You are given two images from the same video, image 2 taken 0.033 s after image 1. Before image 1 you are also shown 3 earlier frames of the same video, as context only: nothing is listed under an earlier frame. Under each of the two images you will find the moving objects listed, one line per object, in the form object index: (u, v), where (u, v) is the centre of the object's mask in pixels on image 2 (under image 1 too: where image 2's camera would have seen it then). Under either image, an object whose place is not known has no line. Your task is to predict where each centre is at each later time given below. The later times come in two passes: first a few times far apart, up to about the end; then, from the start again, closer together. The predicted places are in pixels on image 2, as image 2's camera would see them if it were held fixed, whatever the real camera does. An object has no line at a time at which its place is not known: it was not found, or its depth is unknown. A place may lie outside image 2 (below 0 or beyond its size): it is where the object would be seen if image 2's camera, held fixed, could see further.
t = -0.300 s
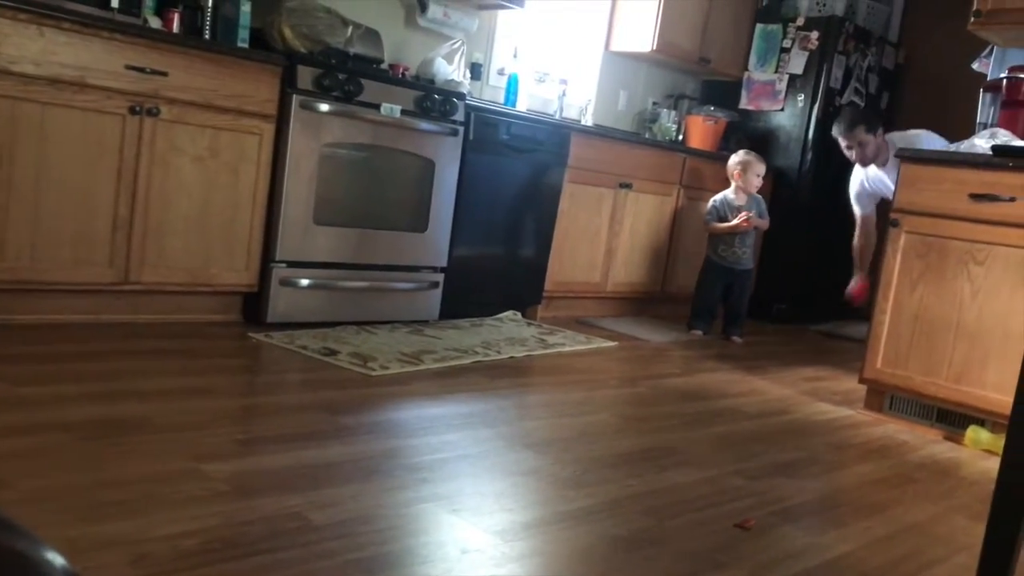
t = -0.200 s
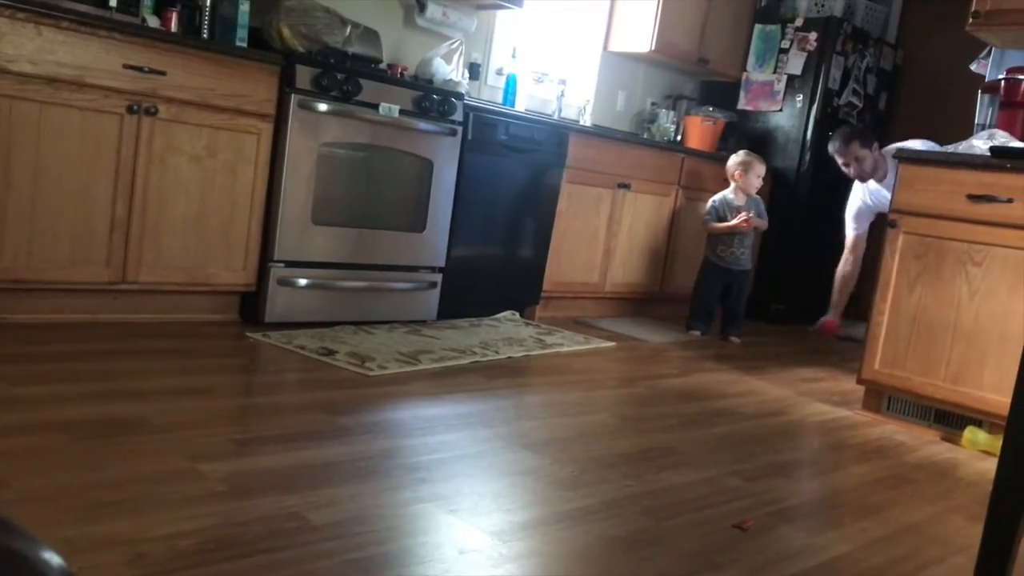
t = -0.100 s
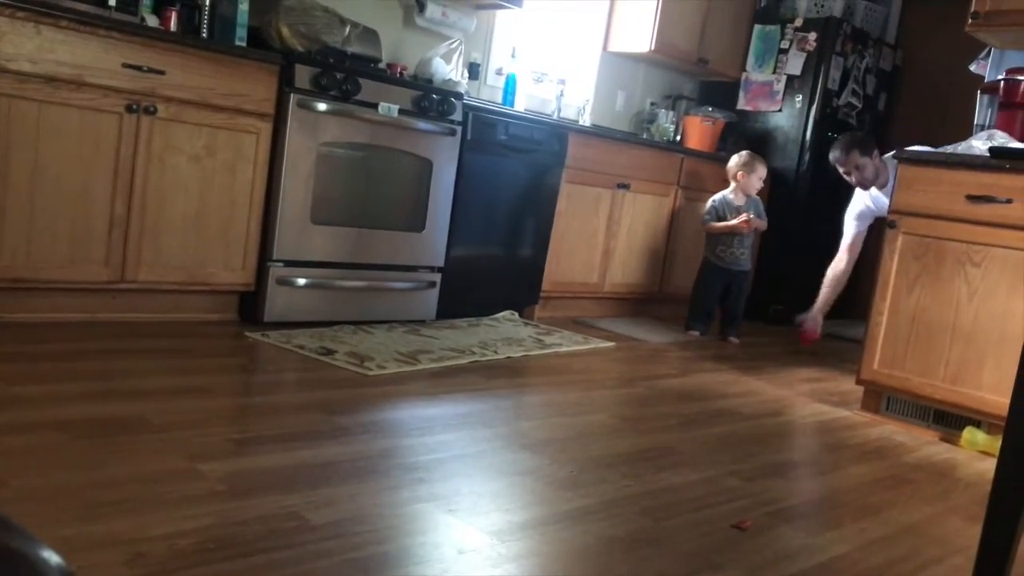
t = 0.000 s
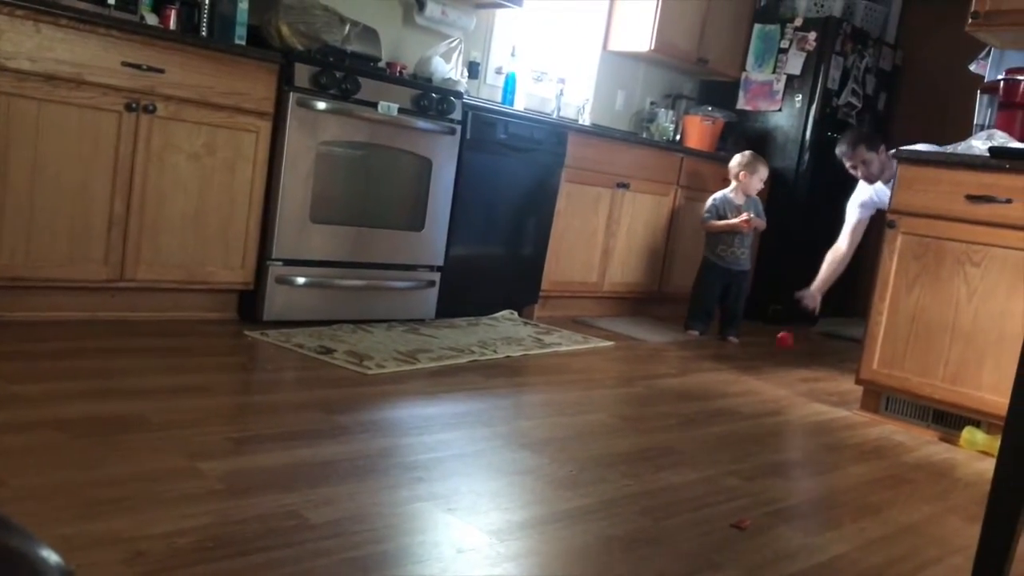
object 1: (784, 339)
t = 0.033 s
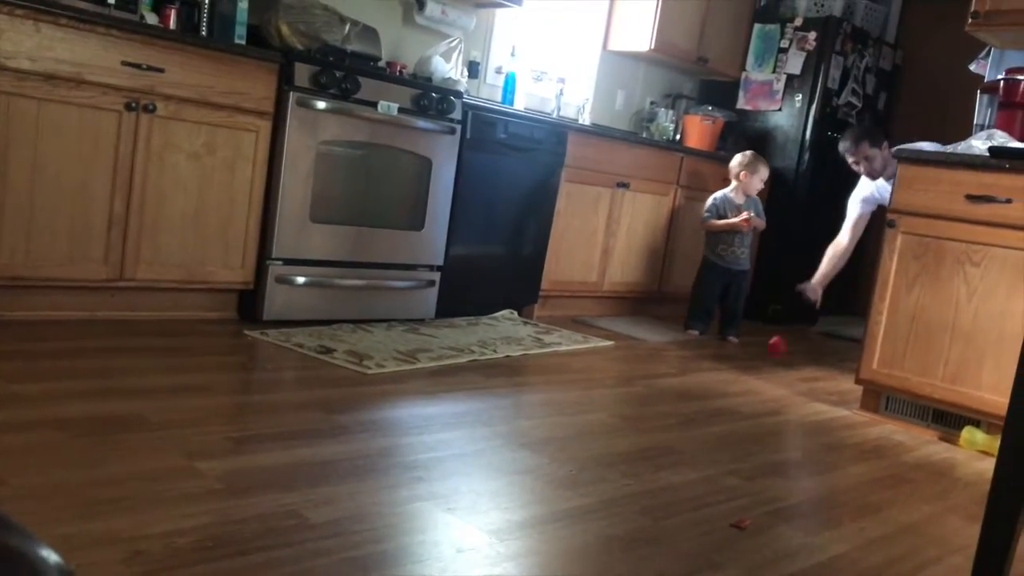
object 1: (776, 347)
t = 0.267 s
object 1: (722, 361)
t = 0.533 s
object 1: (653, 384)
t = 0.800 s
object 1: (586, 411)
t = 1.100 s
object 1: (513, 455)
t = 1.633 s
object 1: (327, 657)
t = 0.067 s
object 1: (767, 356)
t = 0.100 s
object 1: (760, 356)
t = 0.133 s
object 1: (752, 357)
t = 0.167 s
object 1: (745, 361)
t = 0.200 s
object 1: (737, 364)
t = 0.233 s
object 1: (730, 361)
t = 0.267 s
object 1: (722, 361)
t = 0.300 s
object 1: (714, 366)
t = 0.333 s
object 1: (705, 371)
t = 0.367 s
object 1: (697, 371)
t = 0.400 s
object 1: (688, 370)
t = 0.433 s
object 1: (680, 372)
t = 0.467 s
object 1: (671, 380)
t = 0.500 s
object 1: (661, 383)
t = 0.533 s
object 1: (653, 384)
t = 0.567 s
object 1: (644, 388)
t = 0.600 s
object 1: (636, 391)
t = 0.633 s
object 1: (629, 390)
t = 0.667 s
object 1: (620, 391)
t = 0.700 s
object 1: (612, 396)
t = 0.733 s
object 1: (602, 402)
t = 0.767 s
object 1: (594, 404)
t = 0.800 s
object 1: (586, 411)
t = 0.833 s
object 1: (578, 414)
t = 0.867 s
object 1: (570, 419)
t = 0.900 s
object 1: (563, 423)
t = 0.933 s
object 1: (554, 430)
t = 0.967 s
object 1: (546, 432)
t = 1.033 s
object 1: (534, 439)
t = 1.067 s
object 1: (522, 448)
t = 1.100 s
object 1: (513, 455)
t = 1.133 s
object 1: (505, 462)
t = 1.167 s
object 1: (496, 471)
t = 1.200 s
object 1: (486, 480)
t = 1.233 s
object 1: (476, 489)
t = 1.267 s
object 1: (466, 499)
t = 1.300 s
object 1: (458, 504)
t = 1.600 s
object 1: (344, 639)
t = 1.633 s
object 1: (327, 657)
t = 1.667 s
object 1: (309, 684)
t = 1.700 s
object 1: (289, 710)
